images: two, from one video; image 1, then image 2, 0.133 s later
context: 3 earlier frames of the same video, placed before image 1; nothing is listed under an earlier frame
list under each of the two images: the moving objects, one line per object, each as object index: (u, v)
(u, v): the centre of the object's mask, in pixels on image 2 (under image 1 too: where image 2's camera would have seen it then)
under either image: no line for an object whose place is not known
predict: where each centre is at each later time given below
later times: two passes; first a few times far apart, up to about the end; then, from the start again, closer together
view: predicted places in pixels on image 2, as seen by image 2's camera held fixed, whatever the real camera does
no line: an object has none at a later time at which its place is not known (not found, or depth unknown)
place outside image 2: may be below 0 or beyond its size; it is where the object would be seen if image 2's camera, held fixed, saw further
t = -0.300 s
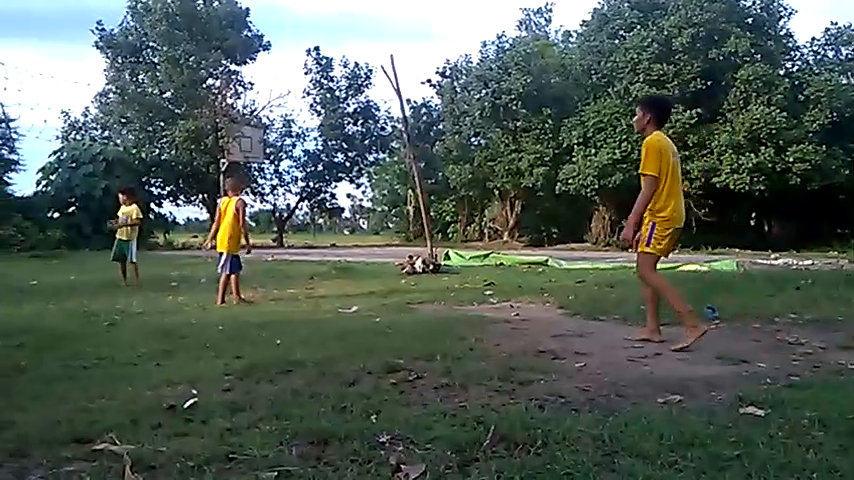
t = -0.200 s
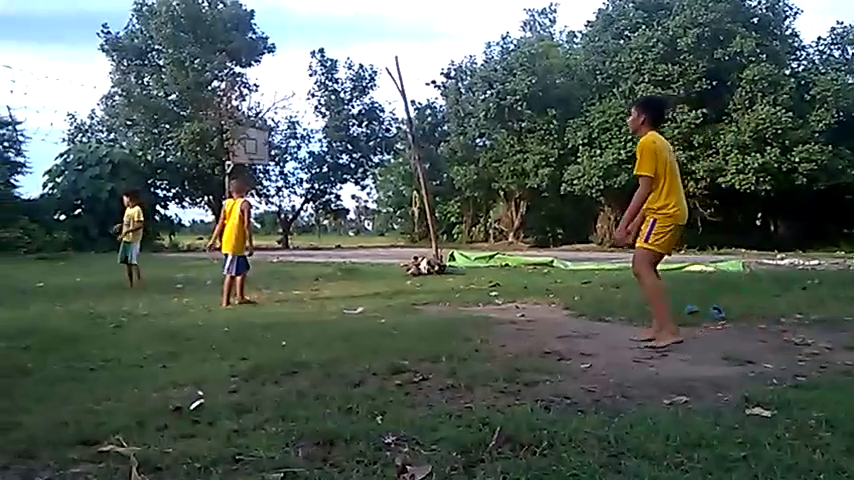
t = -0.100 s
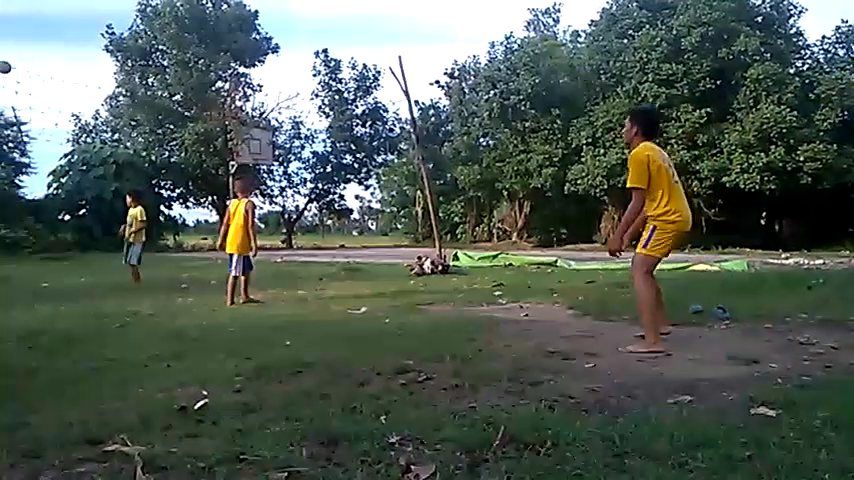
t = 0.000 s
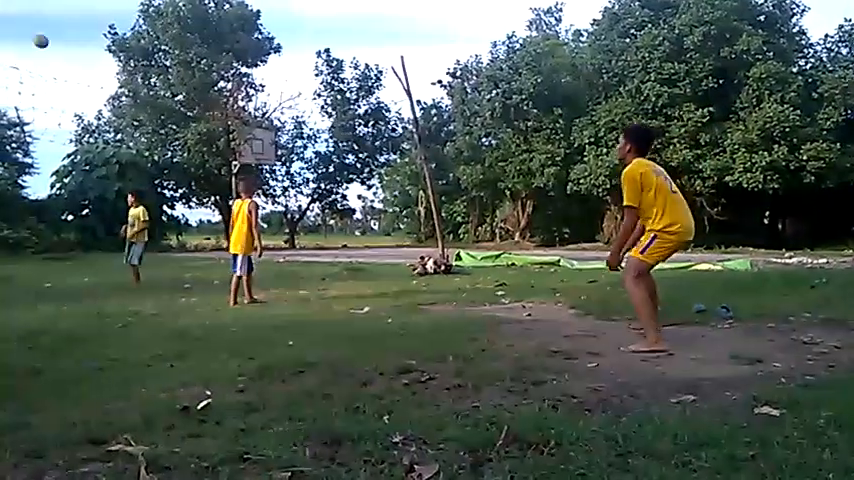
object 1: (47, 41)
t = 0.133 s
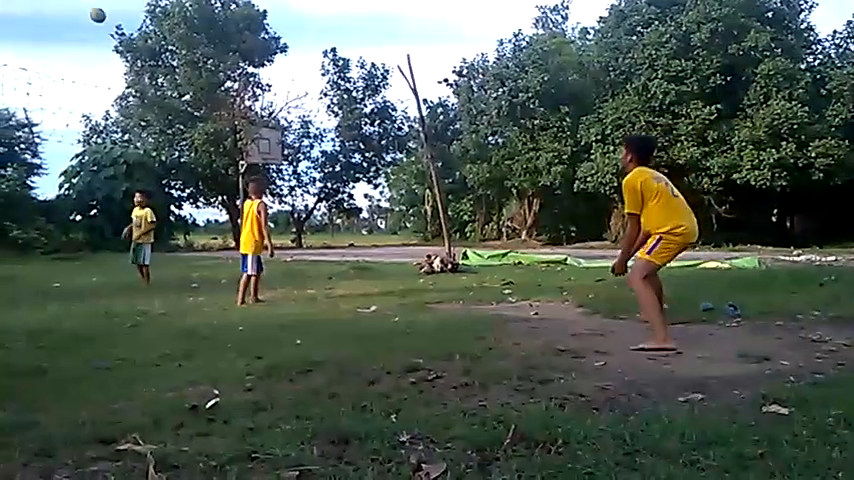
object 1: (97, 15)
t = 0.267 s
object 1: (152, 3)
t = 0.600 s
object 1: (318, 25)
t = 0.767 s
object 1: (423, 86)
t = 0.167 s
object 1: (110, 10)
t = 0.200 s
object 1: (124, 6)
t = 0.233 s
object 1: (138, 4)
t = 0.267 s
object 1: (152, 3)
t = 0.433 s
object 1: (230, 2)
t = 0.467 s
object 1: (245, 3)
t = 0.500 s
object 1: (263, 6)
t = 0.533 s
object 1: (281, 11)
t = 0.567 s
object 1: (299, 17)
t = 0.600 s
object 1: (318, 25)
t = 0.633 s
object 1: (338, 34)
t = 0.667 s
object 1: (358, 44)
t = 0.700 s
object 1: (379, 56)
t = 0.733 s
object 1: (401, 70)
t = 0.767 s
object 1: (423, 86)
